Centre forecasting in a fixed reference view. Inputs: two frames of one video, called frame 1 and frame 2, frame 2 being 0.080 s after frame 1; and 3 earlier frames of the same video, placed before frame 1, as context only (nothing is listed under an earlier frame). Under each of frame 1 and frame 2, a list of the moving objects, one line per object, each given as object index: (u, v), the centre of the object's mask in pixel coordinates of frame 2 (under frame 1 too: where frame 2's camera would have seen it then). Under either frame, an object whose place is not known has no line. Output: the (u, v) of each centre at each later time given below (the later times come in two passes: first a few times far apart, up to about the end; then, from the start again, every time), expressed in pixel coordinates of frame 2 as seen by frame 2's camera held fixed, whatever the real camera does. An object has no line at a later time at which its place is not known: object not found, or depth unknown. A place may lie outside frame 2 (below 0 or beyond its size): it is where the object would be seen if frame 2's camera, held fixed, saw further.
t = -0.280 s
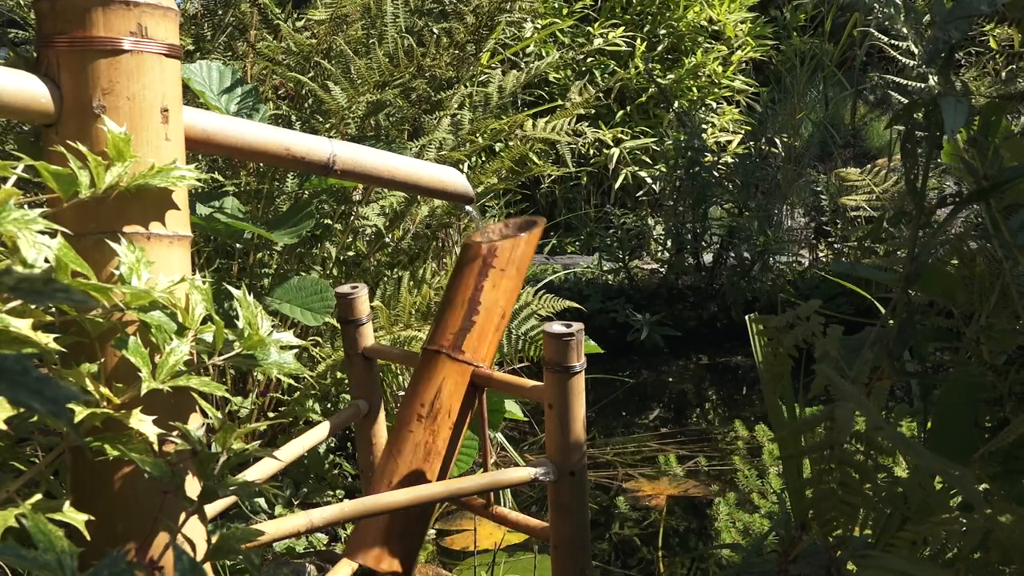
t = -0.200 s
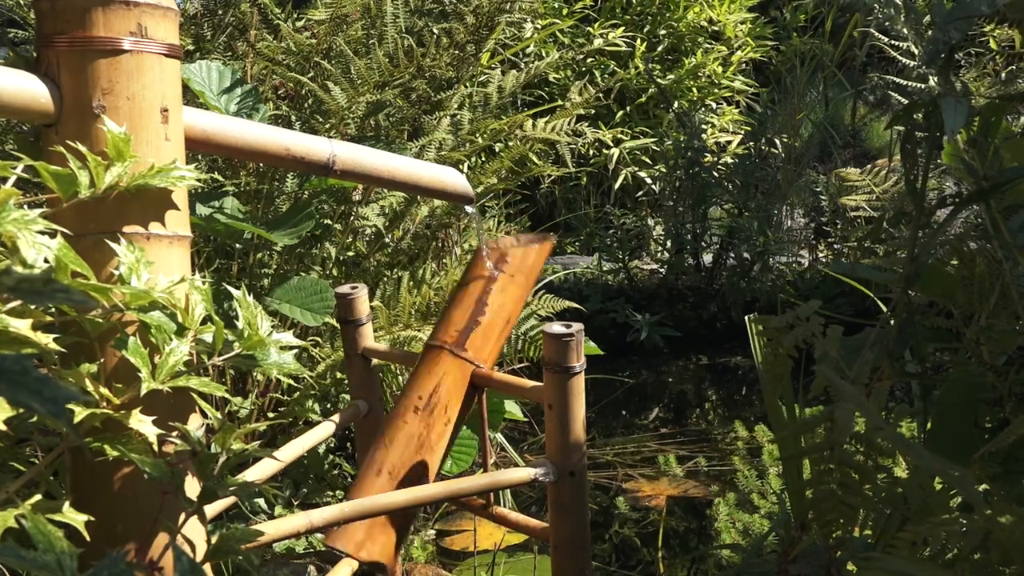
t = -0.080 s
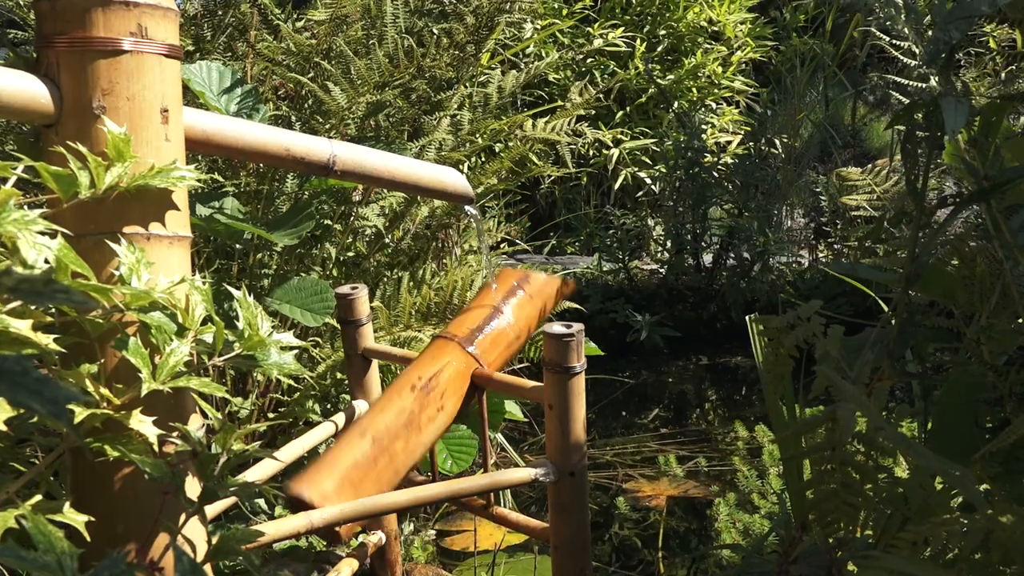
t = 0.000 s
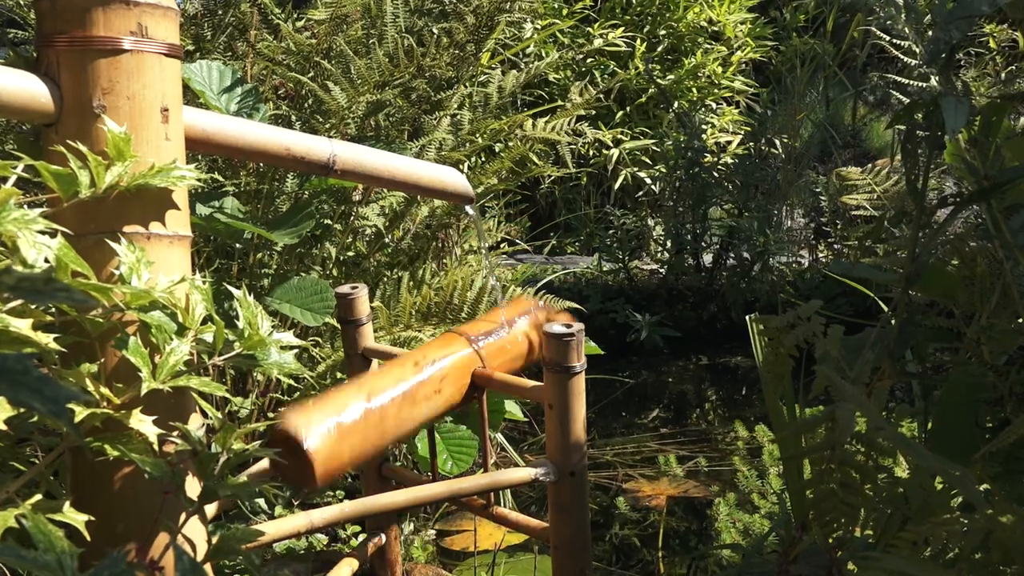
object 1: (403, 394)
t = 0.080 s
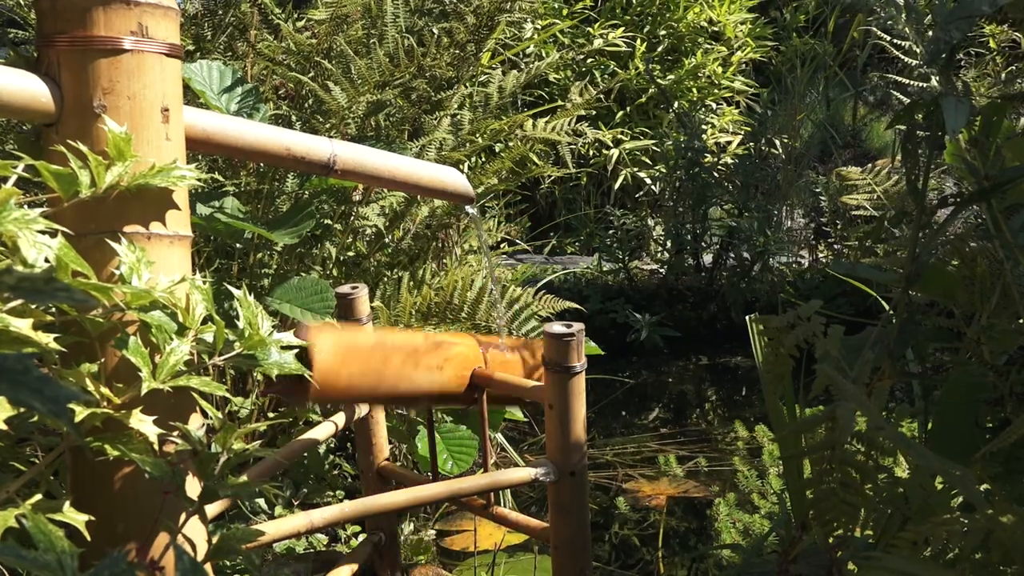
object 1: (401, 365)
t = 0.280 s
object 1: (413, 310)
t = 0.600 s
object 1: (385, 335)
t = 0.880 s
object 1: (397, 392)
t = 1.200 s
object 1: (449, 387)
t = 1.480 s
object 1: (450, 381)
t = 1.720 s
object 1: (450, 380)
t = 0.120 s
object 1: (392, 344)
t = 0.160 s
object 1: (391, 325)
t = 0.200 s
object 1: (422, 335)
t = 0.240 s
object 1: (415, 312)
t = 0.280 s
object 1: (413, 310)
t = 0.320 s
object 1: (409, 310)
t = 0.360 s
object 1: (406, 312)
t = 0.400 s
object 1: (402, 313)
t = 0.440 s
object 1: (418, 335)
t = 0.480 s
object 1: (416, 338)
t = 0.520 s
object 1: (390, 323)
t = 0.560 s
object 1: (386, 328)
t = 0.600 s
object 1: (385, 335)
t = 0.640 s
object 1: (388, 342)
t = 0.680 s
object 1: (394, 351)
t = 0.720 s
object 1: (396, 360)
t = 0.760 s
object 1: (395, 370)
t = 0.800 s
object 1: (393, 377)
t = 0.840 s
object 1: (391, 385)
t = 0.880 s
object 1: (397, 392)
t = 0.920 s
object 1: (403, 398)
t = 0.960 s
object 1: (415, 398)
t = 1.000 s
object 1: (425, 394)
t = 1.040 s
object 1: (435, 387)
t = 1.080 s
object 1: (447, 375)
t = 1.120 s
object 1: (453, 366)
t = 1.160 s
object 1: (446, 389)
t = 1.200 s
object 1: (449, 387)
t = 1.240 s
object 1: (451, 381)
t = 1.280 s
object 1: (450, 380)
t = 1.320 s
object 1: (451, 380)
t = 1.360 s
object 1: (450, 381)
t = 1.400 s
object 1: (450, 381)
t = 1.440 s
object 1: (450, 381)
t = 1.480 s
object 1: (450, 381)
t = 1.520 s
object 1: (450, 381)
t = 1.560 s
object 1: (450, 381)
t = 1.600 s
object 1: (450, 381)
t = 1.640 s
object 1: (450, 380)
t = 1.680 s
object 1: (450, 380)
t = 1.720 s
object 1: (450, 380)
